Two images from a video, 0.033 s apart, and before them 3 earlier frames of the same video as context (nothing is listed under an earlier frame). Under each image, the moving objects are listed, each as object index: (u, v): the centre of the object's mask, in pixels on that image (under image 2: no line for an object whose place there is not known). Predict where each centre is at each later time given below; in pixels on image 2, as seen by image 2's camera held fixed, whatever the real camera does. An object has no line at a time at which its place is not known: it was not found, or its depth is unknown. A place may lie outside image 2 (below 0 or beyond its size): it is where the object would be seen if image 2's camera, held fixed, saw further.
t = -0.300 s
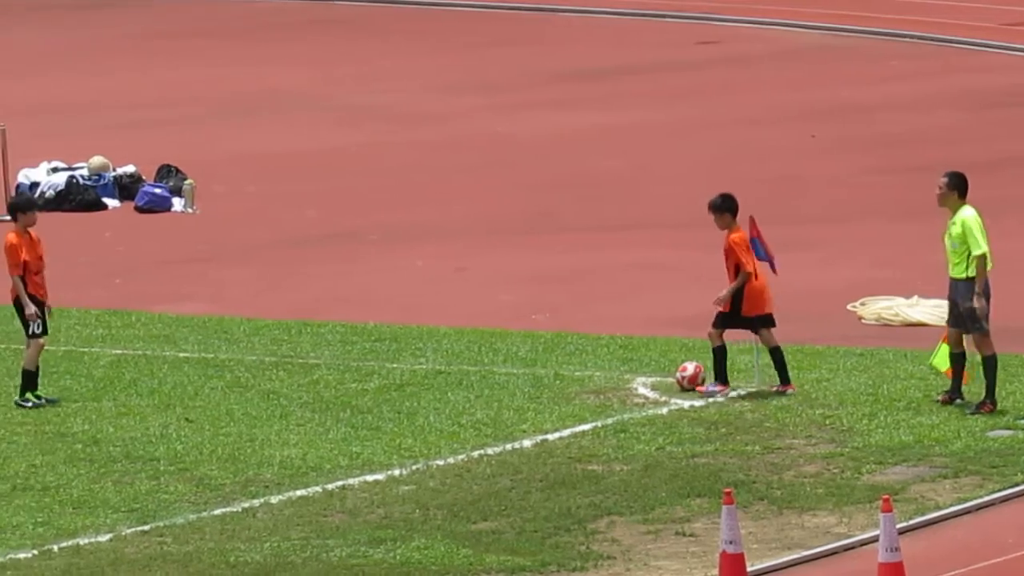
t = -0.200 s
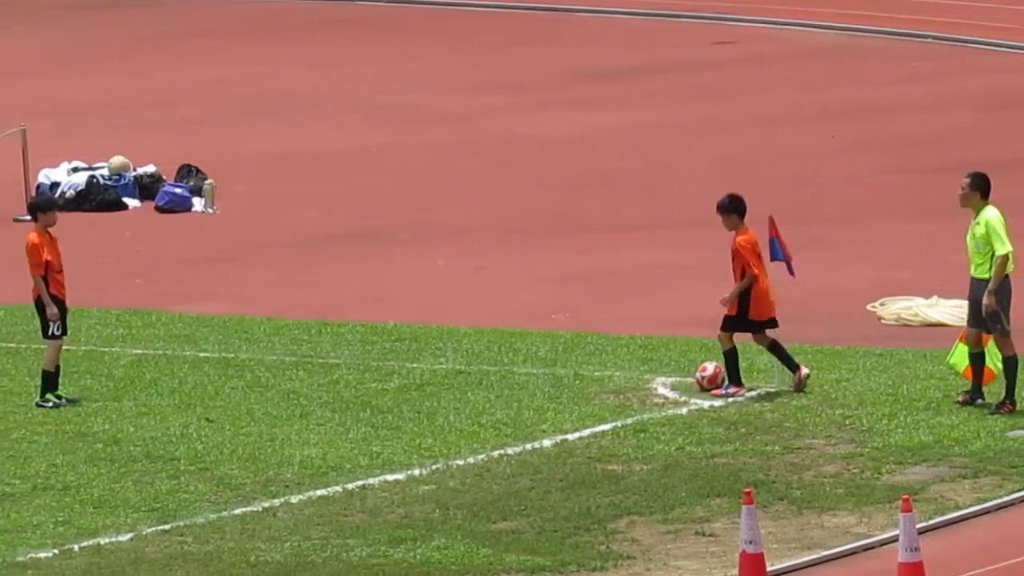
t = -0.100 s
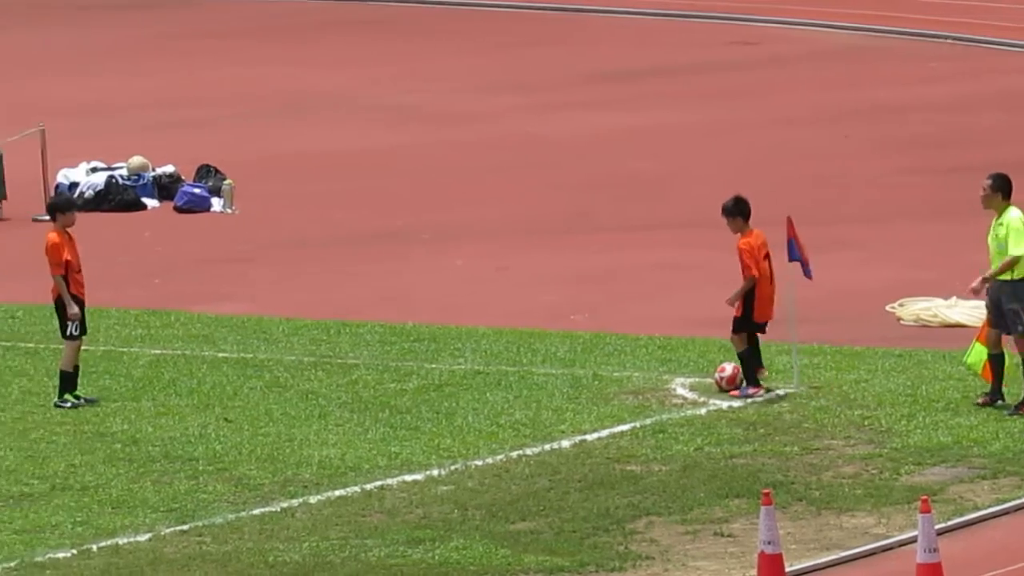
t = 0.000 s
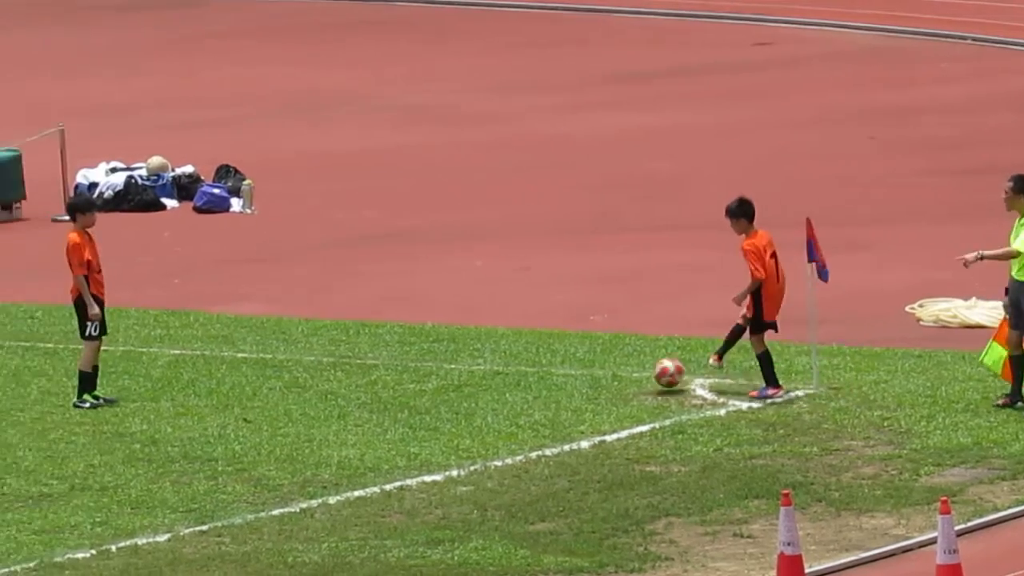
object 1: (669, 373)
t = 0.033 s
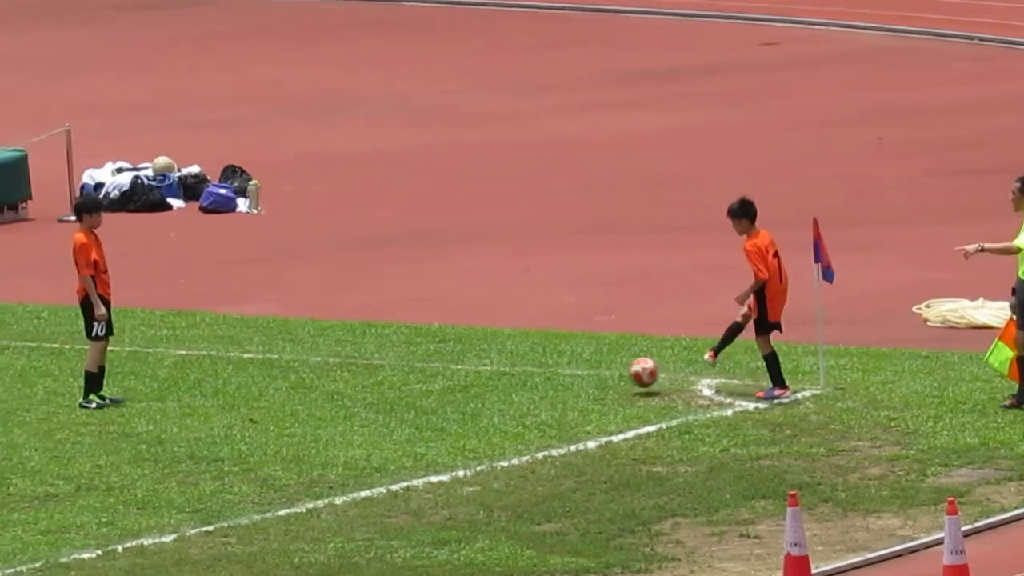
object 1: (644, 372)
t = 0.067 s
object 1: (612, 373)
